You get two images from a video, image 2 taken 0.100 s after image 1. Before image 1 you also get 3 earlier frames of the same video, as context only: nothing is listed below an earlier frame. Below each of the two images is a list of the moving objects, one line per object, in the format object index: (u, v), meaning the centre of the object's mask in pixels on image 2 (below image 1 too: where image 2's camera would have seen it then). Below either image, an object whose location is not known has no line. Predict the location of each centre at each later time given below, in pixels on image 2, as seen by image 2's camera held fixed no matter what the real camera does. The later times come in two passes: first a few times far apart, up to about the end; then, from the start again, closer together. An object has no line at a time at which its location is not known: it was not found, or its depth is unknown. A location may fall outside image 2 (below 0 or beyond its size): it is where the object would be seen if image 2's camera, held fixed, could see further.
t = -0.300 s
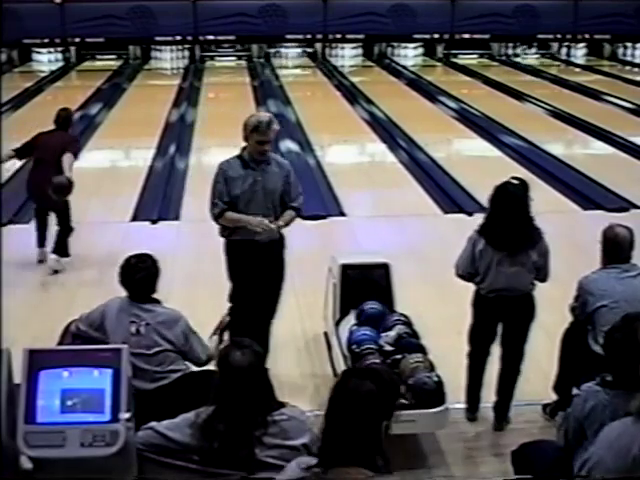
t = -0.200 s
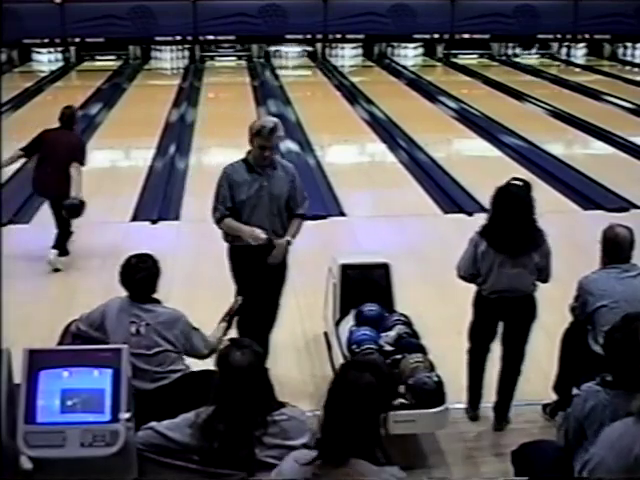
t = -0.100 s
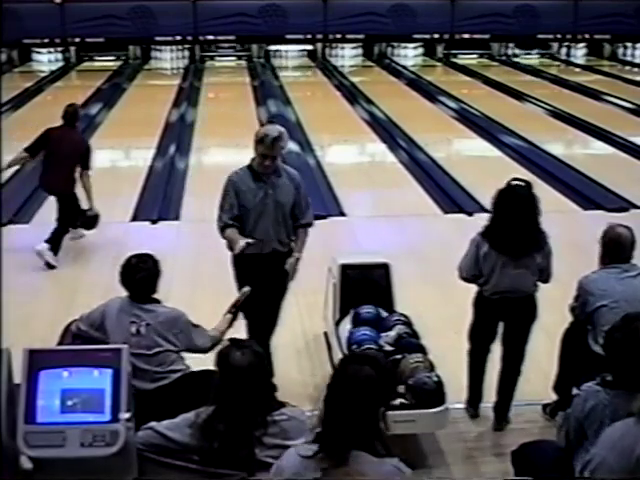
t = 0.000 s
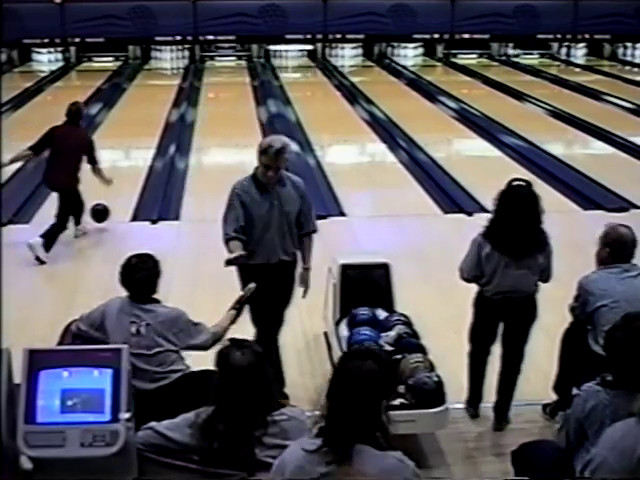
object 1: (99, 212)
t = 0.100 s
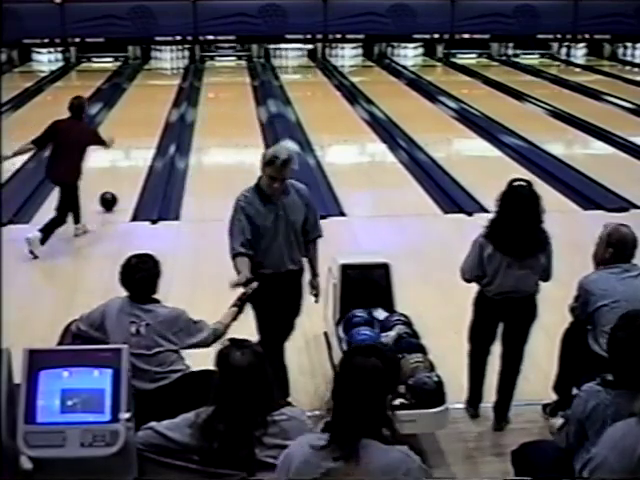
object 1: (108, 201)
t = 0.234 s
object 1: (117, 182)
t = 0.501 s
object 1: (131, 151)
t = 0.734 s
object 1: (140, 130)
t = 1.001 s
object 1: (148, 111)
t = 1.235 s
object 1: (154, 98)
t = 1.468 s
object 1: (158, 88)
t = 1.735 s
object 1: (161, 78)
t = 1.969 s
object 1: (163, 70)
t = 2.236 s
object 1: (165, 64)
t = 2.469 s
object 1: (165, 58)
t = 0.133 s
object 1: (110, 196)
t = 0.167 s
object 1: (112, 191)
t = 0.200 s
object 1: (115, 186)
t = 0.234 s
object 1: (117, 182)
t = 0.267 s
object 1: (119, 177)
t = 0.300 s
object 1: (121, 173)
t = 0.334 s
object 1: (122, 169)
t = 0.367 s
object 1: (124, 165)
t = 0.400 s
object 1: (126, 161)
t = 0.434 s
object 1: (128, 157)
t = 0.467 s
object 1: (129, 154)
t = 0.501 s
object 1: (131, 151)
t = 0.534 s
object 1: (132, 147)
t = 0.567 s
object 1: (134, 144)
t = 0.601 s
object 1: (135, 141)
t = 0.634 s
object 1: (136, 138)
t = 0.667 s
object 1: (138, 135)
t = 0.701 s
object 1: (139, 132)
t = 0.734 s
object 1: (140, 130)
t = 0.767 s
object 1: (141, 127)
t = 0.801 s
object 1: (142, 124)
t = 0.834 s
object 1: (143, 122)
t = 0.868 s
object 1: (144, 120)
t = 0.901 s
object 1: (145, 117)
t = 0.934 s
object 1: (146, 115)
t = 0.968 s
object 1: (147, 113)
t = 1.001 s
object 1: (148, 111)
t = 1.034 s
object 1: (149, 109)
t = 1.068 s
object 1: (150, 107)
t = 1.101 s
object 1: (150, 105)
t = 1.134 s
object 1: (151, 103)
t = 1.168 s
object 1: (152, 102)
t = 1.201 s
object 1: (153, 100)
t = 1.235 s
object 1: (154, 98)
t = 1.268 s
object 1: (154, 97)
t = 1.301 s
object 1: (155, 95)
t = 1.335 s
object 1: (155, 93)
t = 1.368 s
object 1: (156, 92)
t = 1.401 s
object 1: (157, 90)
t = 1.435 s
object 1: (157, 89)
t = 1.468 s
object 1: (158, 88)
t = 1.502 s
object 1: (158, 86)
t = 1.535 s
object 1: (159, 85)
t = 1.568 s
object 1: (159, 84)
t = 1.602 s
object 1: (160, 82)
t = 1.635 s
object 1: (160, 80)
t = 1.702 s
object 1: (161, 78)
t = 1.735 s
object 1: (161, 78)
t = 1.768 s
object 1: (162, 77)
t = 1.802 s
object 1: (162, 76)
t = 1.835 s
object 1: (162, 75)
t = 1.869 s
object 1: (163, 74)
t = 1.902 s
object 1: (163, 72)
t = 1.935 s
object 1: (163, 71)
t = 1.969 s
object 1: (163, 70)
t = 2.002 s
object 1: (163, 69)
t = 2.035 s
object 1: (164, 68)
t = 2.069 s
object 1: (164, 67)
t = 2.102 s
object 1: (164, 67)
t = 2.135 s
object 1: (164, 66)
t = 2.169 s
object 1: (164, 65)
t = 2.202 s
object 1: (164, 65)
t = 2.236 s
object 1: (165, 64)
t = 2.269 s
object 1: (165, 64)
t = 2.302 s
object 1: (165, 63)
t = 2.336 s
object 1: (165, 61)
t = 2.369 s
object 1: (165, 60)
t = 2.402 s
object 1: (165, 60)
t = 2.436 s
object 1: (165, 59)
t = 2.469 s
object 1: (165, 58)
